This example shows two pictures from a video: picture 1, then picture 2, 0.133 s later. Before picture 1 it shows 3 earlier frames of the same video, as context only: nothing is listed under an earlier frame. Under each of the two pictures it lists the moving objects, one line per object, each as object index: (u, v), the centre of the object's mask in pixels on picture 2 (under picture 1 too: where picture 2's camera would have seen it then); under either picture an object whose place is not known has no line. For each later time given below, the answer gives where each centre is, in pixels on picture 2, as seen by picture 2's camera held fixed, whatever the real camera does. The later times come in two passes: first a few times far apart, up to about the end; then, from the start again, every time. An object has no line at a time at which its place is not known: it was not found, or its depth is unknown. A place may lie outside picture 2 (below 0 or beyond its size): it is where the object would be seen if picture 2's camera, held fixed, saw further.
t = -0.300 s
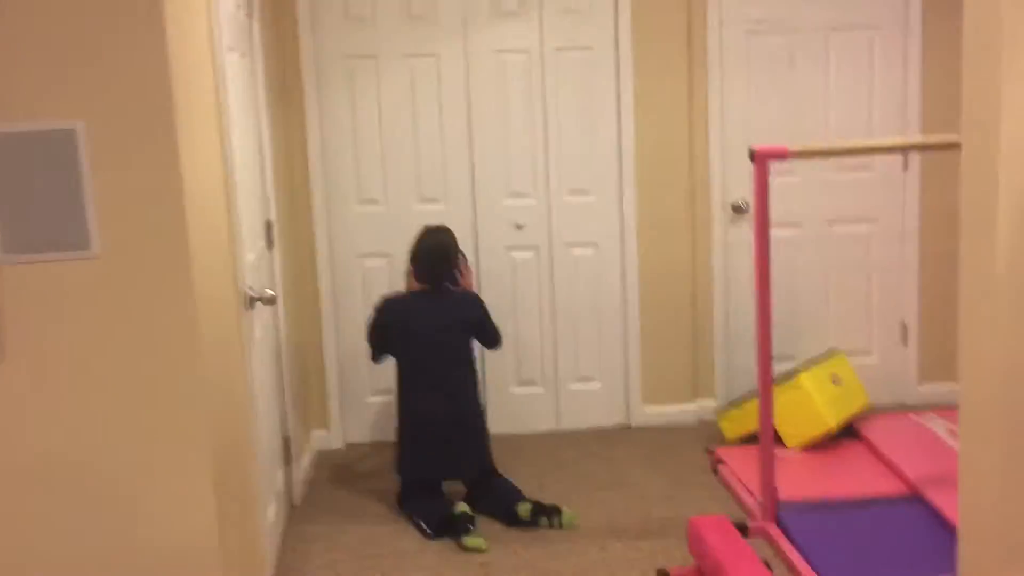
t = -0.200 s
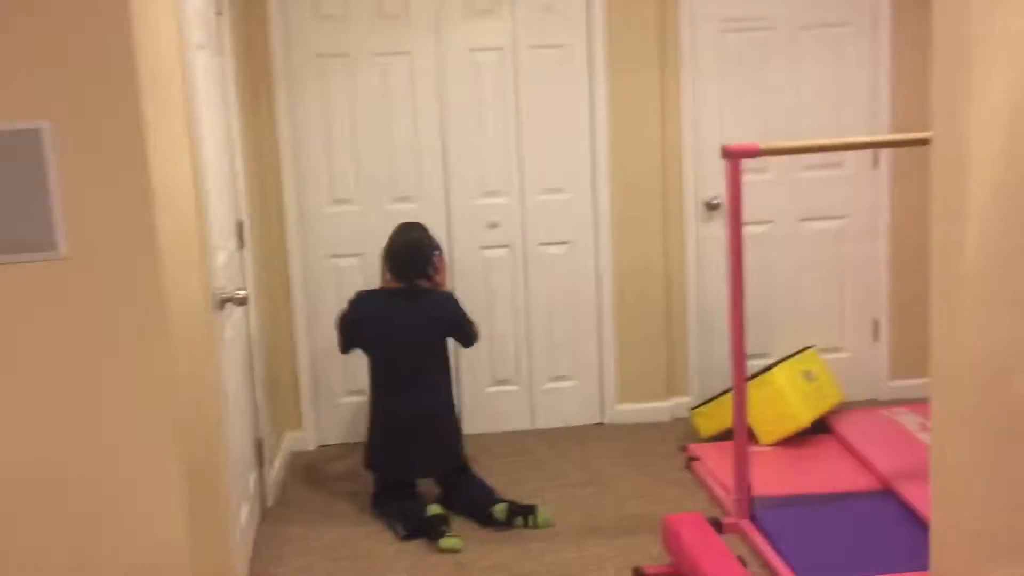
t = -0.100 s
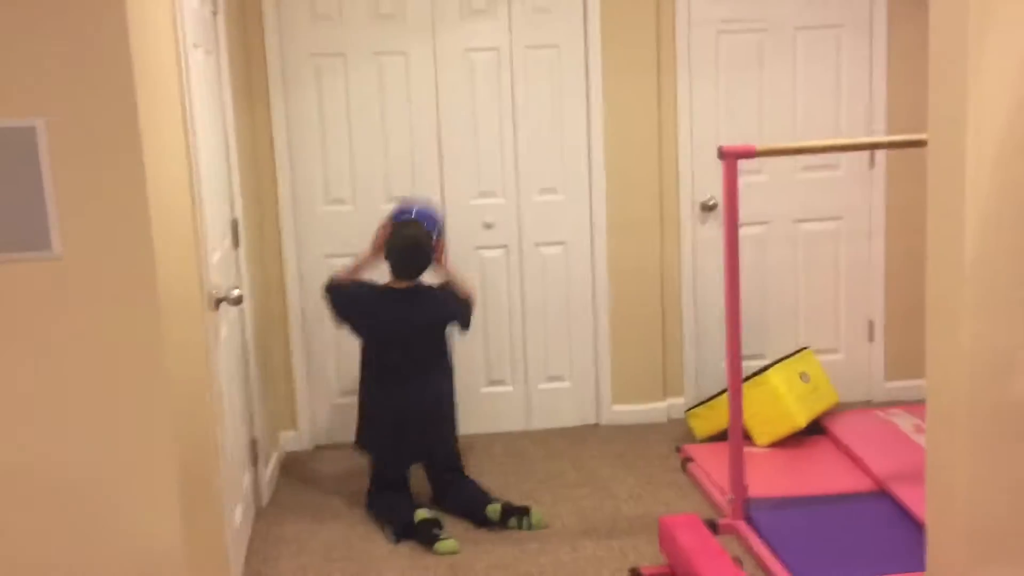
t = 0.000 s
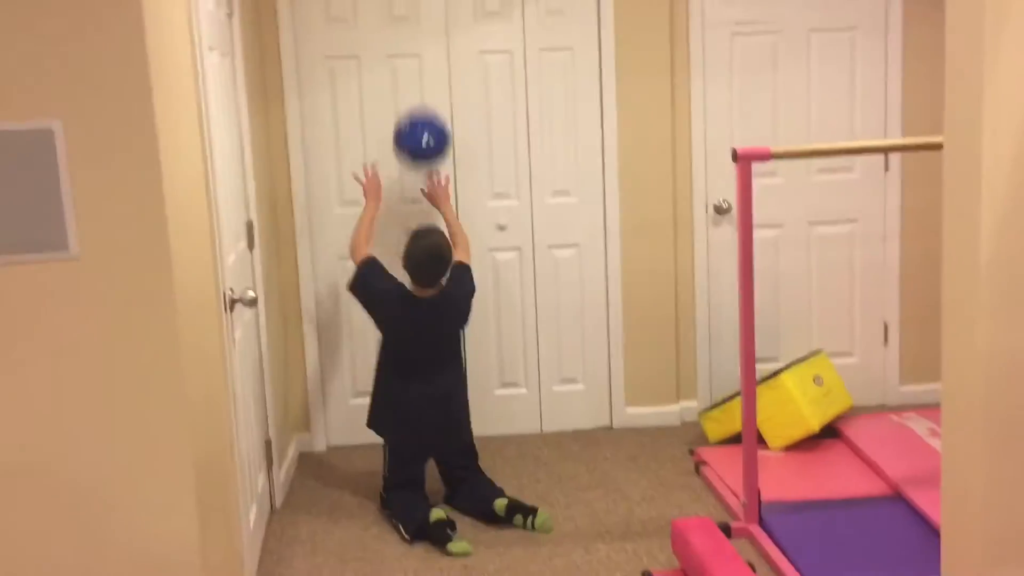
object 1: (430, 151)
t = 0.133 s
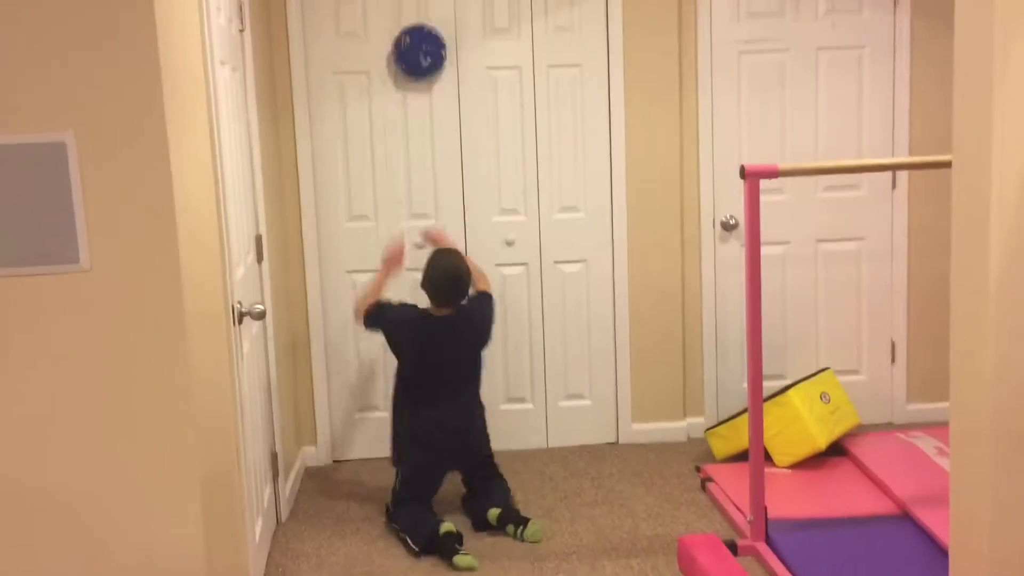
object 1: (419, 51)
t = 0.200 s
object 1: (416, 43)
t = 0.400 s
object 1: (411, 89)
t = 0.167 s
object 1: (418, 45)
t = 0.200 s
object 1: (416, 43)
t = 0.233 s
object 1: (415, 43)
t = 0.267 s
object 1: (414, 45)
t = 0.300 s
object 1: (413, 51)
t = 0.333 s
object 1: (412, 60)
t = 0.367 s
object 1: (412, 73)
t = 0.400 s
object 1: (411, 89)
